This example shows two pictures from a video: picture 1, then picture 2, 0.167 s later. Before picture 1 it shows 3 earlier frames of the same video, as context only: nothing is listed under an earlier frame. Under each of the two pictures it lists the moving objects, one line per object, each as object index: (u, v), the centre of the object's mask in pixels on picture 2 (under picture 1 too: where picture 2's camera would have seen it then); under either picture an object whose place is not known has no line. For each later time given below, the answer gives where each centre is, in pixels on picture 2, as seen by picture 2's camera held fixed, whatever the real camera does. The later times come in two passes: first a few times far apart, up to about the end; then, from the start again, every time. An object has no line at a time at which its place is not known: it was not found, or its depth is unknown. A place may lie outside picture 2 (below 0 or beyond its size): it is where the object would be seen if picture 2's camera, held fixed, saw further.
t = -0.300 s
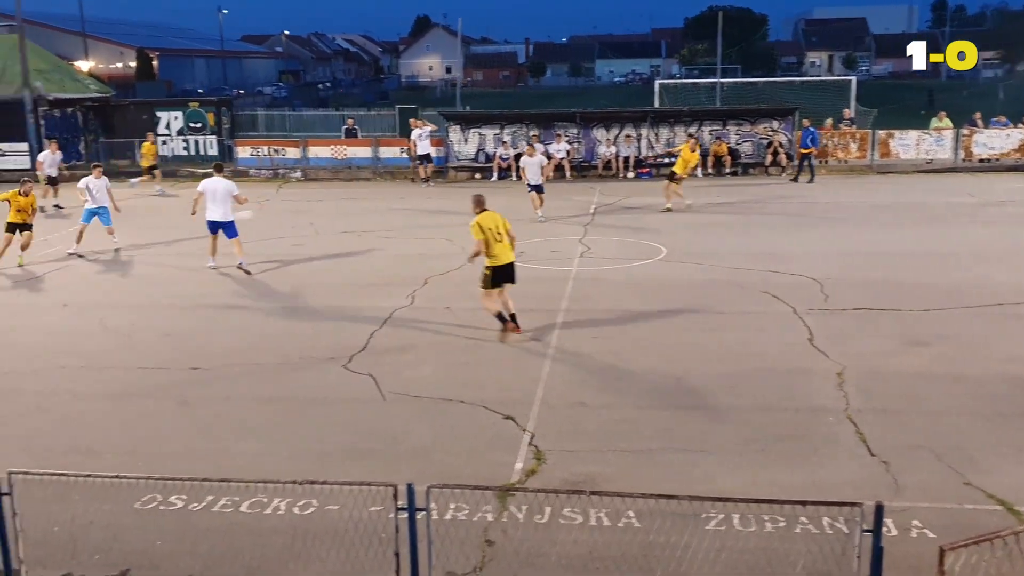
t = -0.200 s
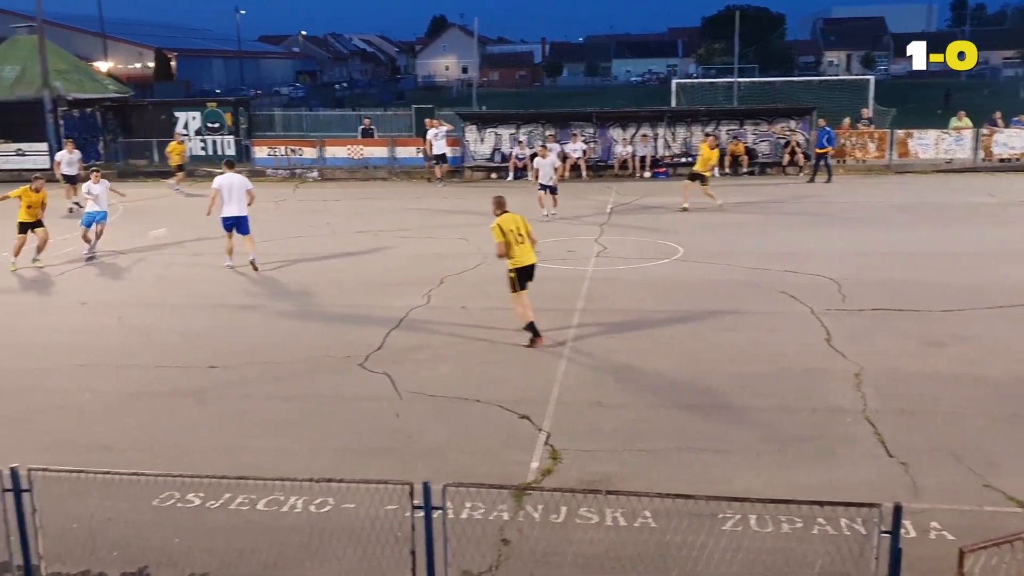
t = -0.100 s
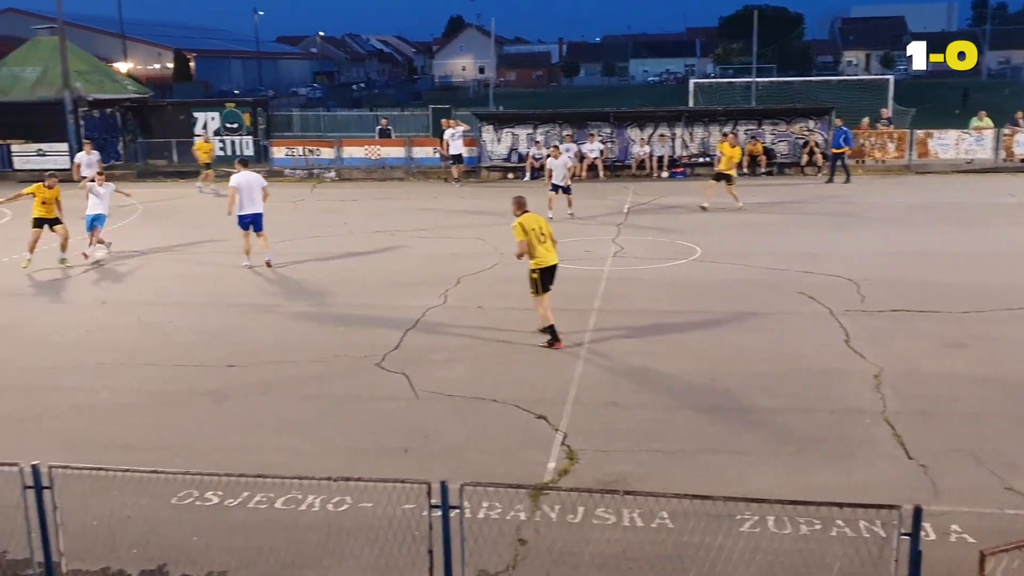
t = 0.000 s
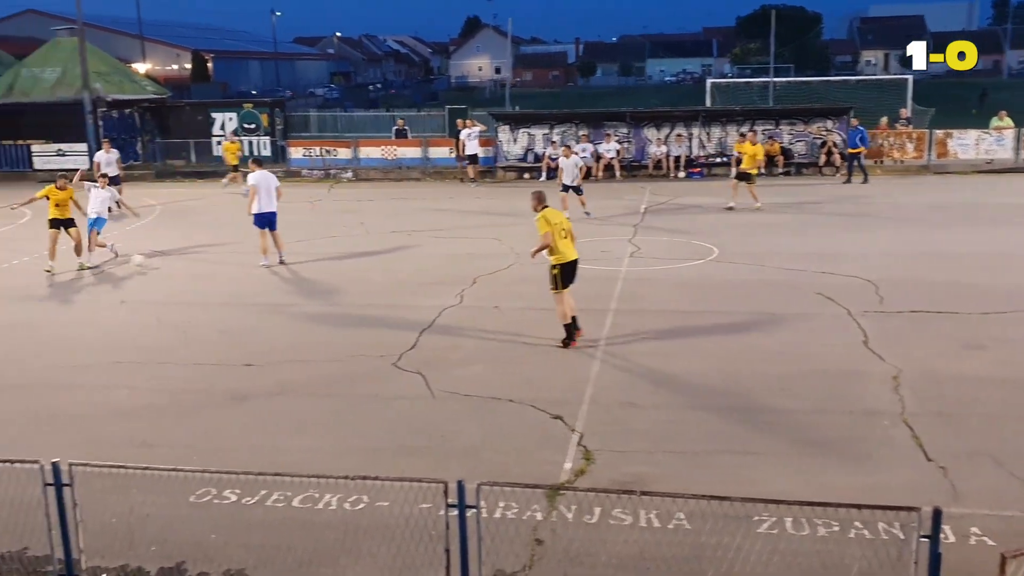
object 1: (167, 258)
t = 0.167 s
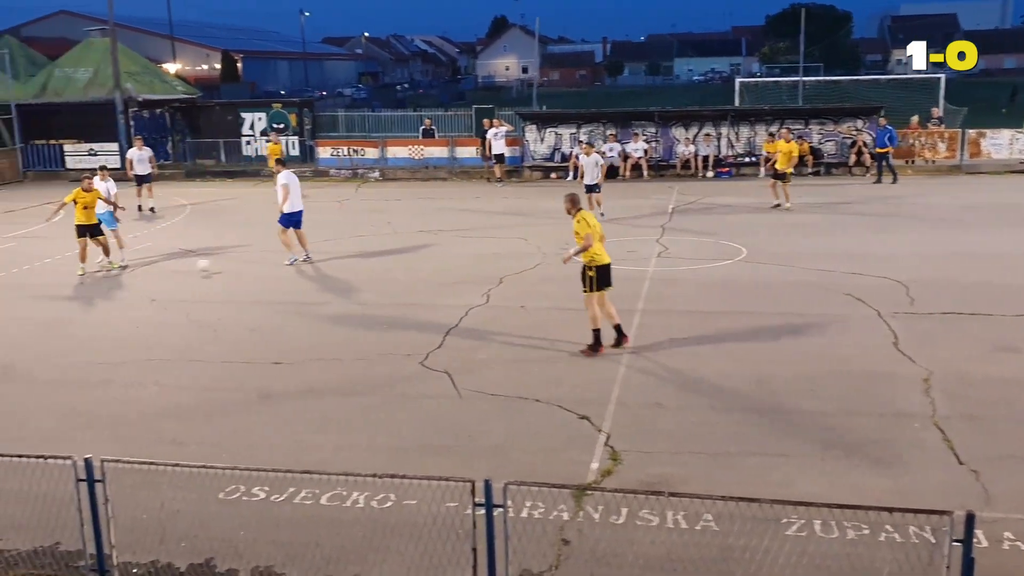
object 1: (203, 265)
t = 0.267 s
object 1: (225, 271)
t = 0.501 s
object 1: (277, 276)
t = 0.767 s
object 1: (338, 283)
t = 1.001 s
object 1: (394, 290)
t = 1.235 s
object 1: (454, 298)
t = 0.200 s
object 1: (210, 267)
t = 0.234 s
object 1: (218, 269)
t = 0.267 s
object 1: (225, 271)
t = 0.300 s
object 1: (232, 271)
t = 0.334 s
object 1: (240, 273)
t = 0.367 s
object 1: (247, 273)
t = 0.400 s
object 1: (254, 274)
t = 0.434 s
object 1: (262, 275)
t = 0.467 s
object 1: (270, 275)
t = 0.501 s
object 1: (277, 276)
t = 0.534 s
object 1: (284, 277)
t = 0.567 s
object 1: (292, 278)
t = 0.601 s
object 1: (300, 279)
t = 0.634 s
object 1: (306, 279)
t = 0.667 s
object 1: (315, 281)
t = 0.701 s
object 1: (322, 282)
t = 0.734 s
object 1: (330, 282)
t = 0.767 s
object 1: (338, 283)
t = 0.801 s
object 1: (346, 285)
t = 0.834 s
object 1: (354, 285)
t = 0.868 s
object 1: (361, 286)
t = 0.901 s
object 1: (370, 287)
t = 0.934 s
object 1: (378, 288)
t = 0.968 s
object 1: (387, 289)
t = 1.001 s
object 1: (394, 290)
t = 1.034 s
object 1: (402, 291)
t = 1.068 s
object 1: (411, 292)
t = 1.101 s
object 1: (419, 293)
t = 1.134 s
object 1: (428, 294)
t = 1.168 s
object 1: (436, 295)
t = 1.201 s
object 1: (445, 296)
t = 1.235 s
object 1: (454, 298)
